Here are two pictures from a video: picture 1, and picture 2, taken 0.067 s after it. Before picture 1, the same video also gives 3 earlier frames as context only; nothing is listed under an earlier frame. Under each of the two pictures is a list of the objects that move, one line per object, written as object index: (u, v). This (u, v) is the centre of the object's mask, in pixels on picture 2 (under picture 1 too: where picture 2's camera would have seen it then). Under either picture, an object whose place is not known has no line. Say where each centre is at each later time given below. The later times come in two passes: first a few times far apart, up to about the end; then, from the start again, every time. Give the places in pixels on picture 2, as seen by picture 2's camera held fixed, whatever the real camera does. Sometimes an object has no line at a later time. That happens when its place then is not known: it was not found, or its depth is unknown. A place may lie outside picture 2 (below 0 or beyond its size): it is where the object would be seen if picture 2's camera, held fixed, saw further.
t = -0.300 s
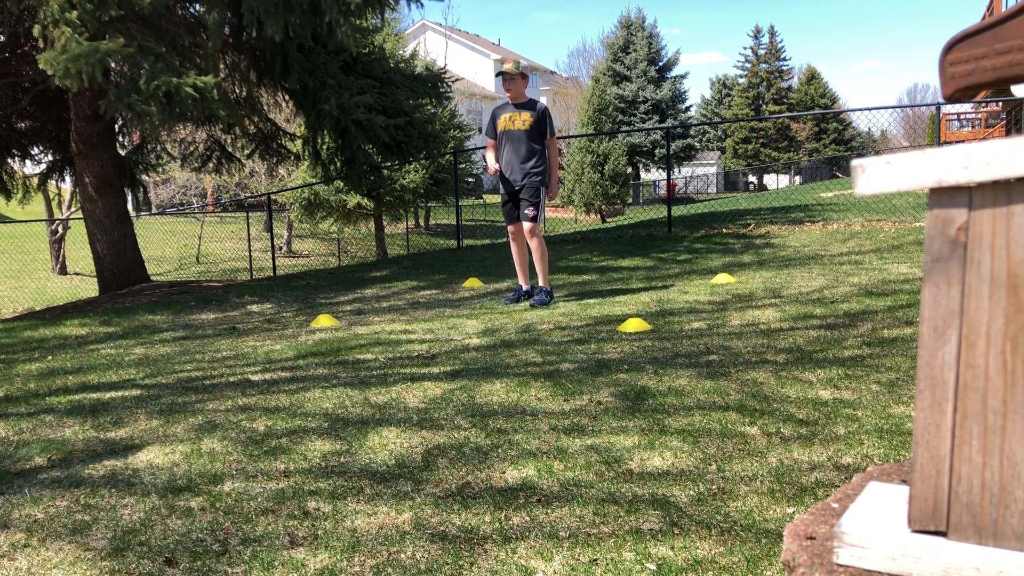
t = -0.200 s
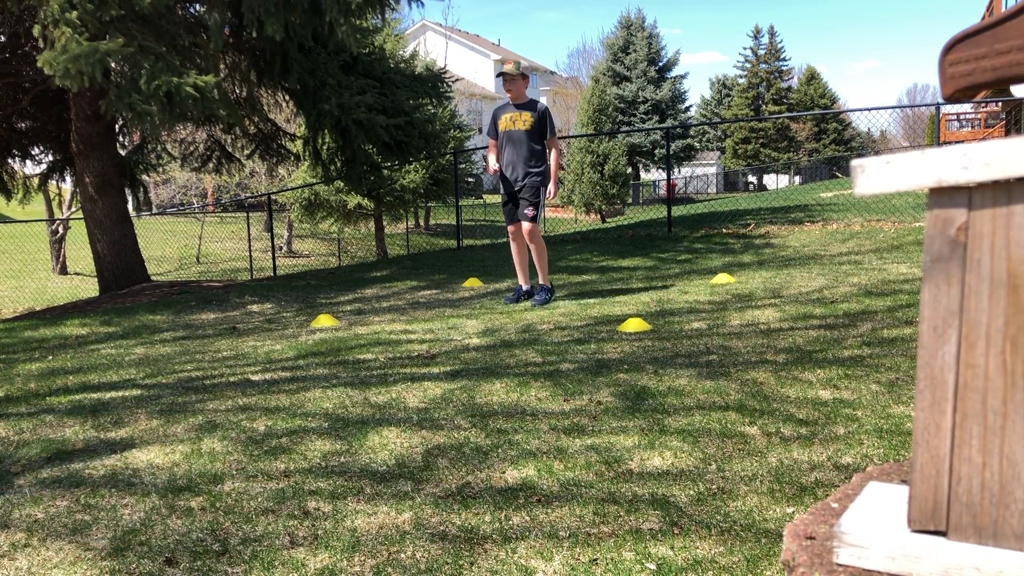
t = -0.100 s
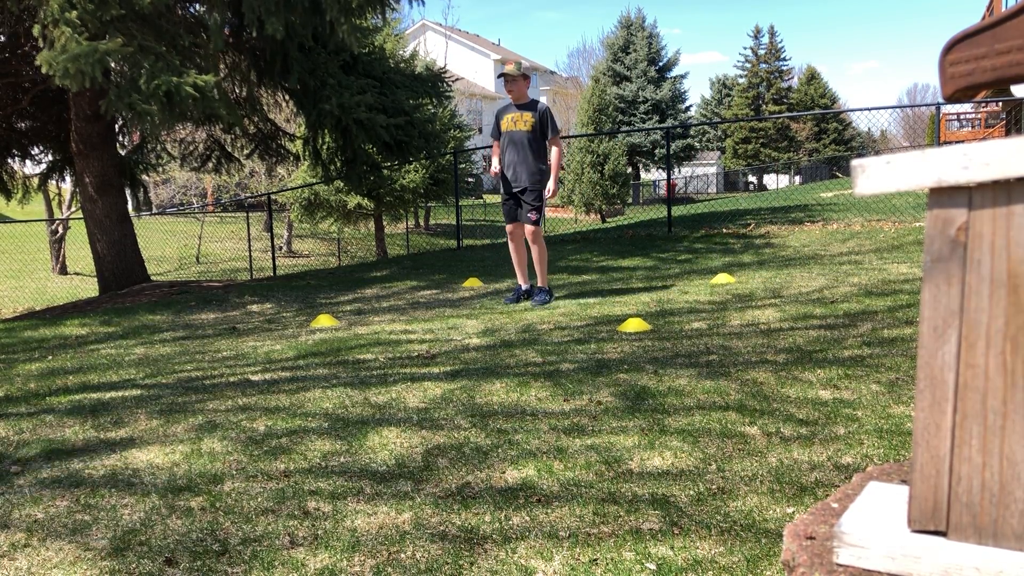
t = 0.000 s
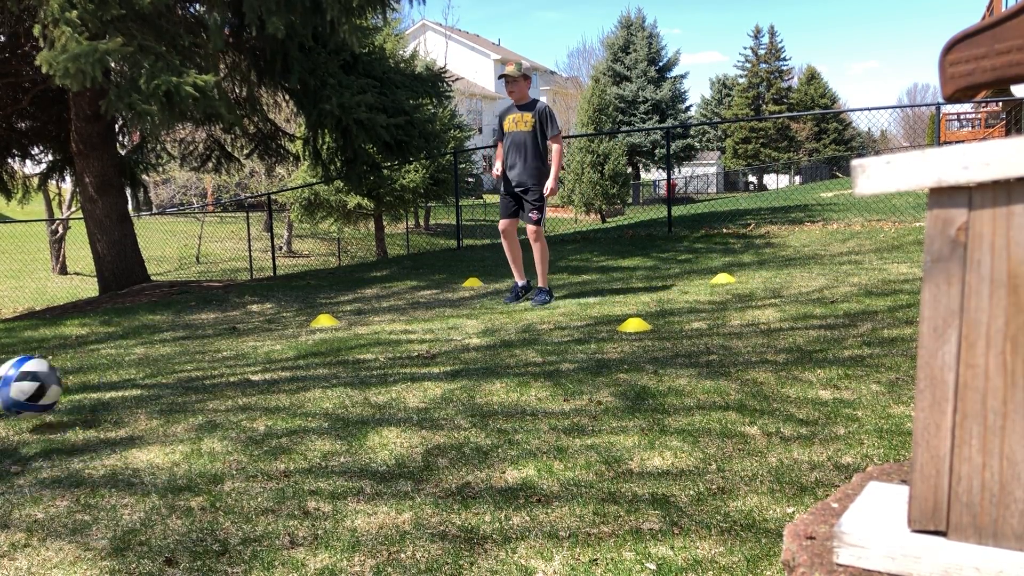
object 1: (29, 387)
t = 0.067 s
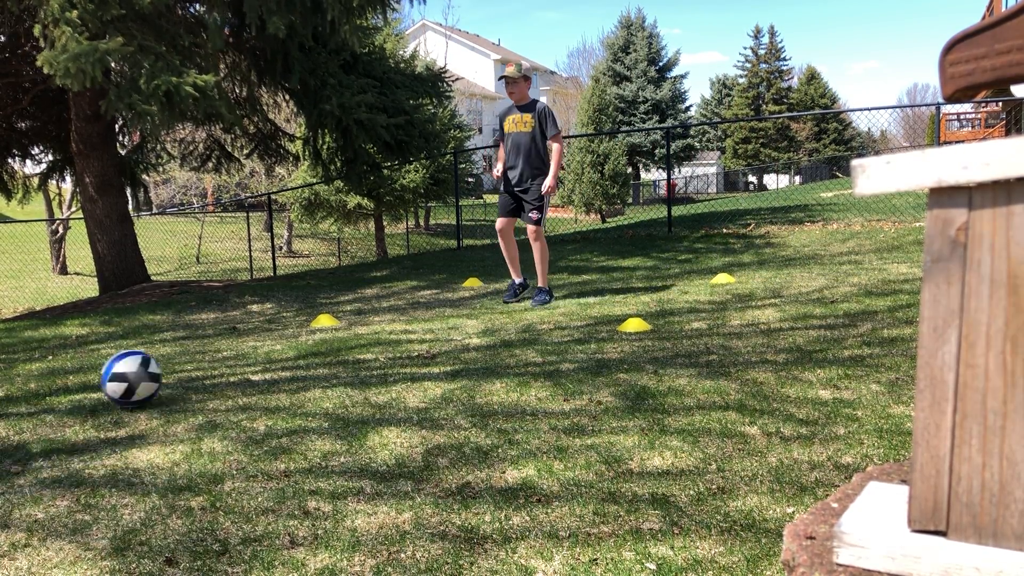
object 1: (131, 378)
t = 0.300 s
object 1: (331, 333)
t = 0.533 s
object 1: (439, 317)
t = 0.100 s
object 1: (172, 372)
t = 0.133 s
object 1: (202, 358)
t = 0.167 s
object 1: (231, 347)
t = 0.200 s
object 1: (258, 339)
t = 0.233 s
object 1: (284, 335)
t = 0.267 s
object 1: (308, 332)
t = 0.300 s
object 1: (331, 333)
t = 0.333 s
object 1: (353, 334)
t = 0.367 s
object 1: (369, 328)
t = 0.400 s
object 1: (384, 322)
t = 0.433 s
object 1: (399, 319)
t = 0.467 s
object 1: (414, 317)
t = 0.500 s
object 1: (427, 318)
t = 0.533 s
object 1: (439, 317)
